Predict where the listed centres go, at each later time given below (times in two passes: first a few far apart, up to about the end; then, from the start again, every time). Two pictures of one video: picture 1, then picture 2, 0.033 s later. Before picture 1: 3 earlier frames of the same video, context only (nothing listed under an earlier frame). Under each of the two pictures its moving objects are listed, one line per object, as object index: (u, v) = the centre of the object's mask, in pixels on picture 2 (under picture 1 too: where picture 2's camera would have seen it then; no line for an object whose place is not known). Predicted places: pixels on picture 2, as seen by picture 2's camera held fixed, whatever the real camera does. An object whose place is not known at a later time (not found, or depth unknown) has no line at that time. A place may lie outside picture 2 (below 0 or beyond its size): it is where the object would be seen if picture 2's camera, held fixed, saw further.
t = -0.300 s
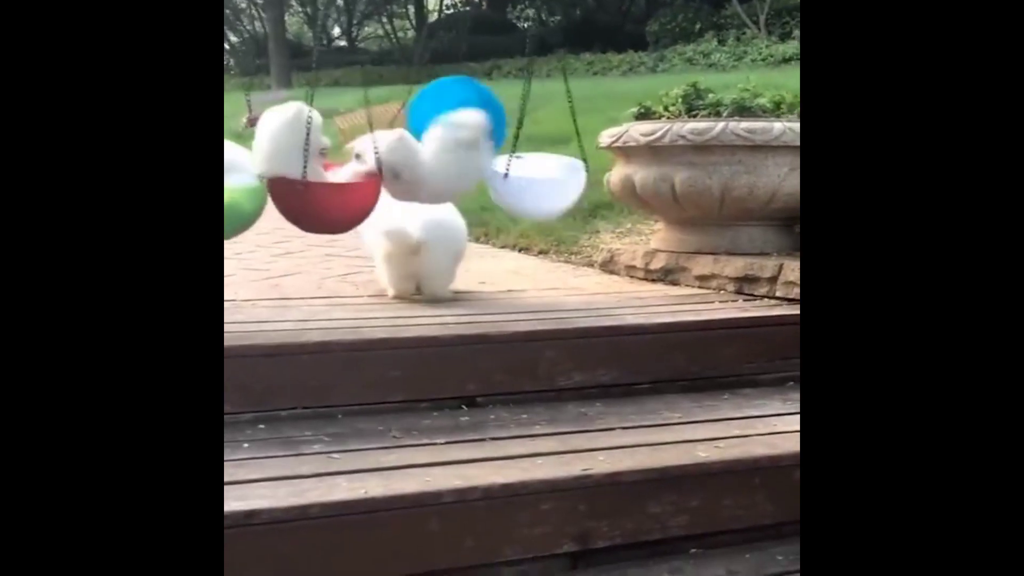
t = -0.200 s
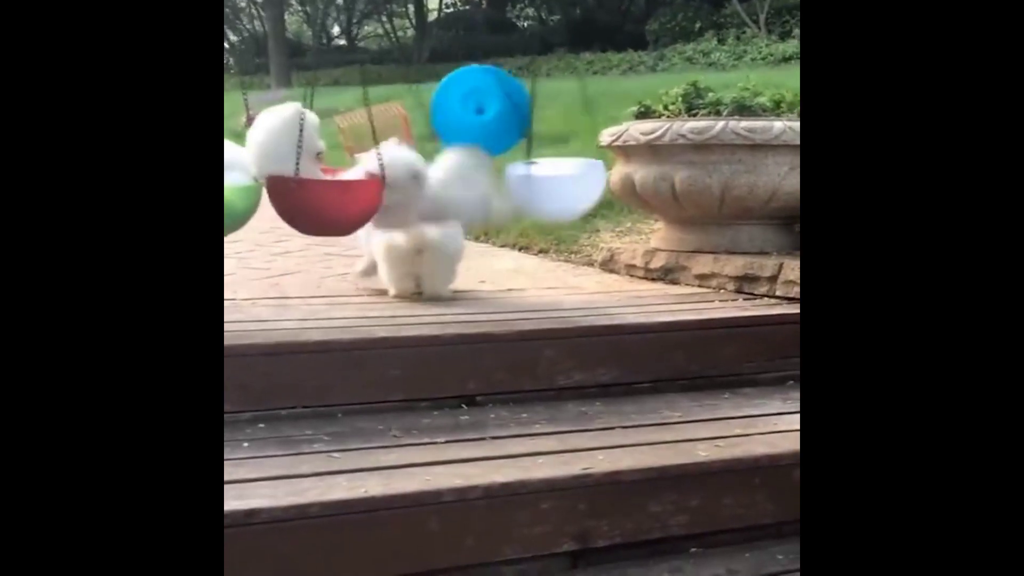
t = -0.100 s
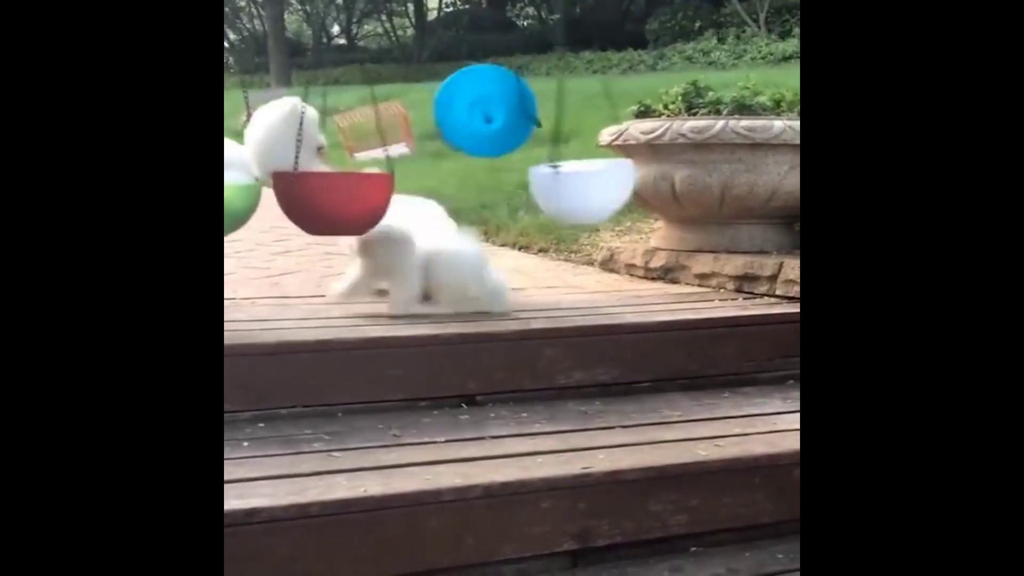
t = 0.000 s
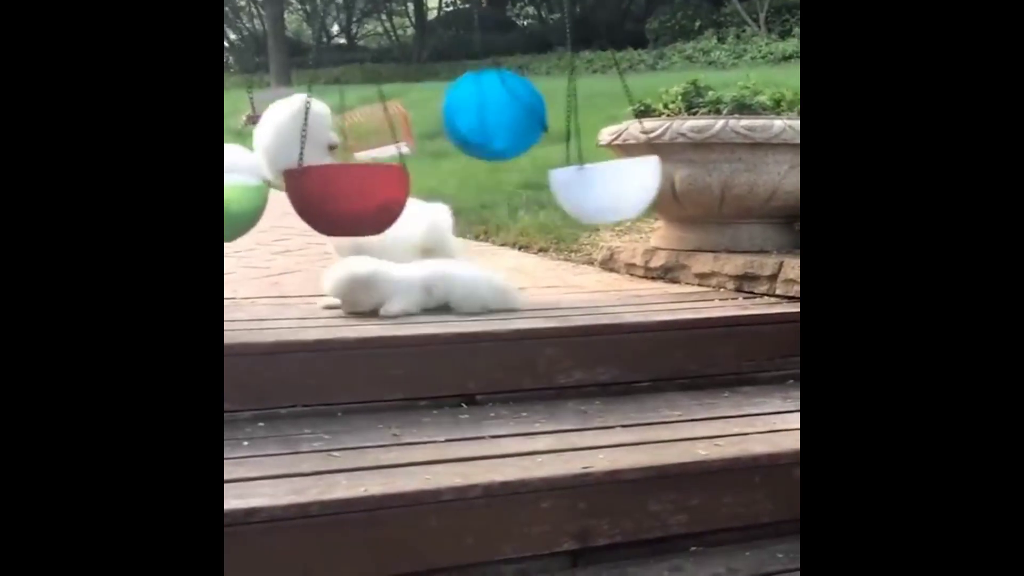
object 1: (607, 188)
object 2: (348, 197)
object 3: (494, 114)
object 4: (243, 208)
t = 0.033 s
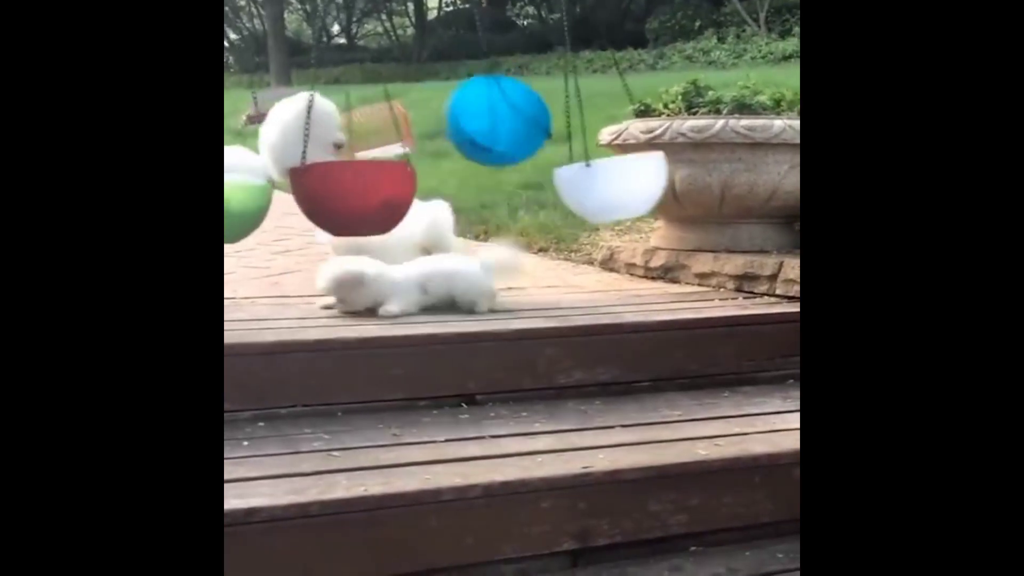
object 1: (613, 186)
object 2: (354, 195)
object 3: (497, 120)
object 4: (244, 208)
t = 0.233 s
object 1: (611, 173)
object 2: (393, 181)
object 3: (495, 174)
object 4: (260, 203)
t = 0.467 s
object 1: (607, 169)
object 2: (397, 185)
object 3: (500, 191)
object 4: (274, 193)
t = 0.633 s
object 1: (594, 183)
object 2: (383, 196)
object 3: (484, 195)
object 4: (267, 200)
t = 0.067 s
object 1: (617, 183)
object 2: (361, 192)
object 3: (500, 127)
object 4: (247, 208)
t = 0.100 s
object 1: (619, 180)
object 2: (368, 189)
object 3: (501, 134)
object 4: (249, 207)
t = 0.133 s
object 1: (620, 177)
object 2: (374, 186)
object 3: (499, 142)
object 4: (252, 206)
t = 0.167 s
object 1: (619, 175)
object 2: (381, 184)
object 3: (496, 151)
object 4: (254, 205)
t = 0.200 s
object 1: (616, 174)
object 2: (387, 182)
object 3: (495, 161)
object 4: (257, 204)
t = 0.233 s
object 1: (611, 173)
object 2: (393, 181)
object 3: (495, 174)
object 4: (260, 203)
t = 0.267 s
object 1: (606, 173)
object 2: (398, 180)
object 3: (496, 193)
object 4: (263, 201)
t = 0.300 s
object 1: (603, 173)
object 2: (402, 181)
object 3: (497, 193)
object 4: (265, 200)
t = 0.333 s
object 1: (607, 169)
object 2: (402, 181)
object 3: (497, 190)
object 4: (268, 199)
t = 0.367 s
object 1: (609, 167)
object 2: (402, 181)
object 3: (499, 186)
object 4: (271, 197)
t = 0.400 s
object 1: (609, 166)
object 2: (400, 182)
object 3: (500, 185)
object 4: (273, 195)
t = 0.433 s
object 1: (608, 166)
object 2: (398, 183)
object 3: (500, 187)
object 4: (274, 193)
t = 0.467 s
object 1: (607, 169)
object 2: (397, 185)
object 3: (500, 191)
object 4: (274, 193)
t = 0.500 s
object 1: (604, 171)
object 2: (395, 187)
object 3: (499, 195)
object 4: (274, 193)
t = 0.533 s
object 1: (600, 175)
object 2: (393, 190)
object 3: (496, 196)
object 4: (273, 194)
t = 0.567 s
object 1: (598, 178)
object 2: (391, 192)
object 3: (493, 195)
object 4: (271, 196)
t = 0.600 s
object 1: (597, 181)
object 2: (387, 195)
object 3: (489, 194)
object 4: (269, 198)
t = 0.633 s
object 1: (594, 183)
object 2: (383, 196)
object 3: (484, 195)
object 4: (267, 200)
